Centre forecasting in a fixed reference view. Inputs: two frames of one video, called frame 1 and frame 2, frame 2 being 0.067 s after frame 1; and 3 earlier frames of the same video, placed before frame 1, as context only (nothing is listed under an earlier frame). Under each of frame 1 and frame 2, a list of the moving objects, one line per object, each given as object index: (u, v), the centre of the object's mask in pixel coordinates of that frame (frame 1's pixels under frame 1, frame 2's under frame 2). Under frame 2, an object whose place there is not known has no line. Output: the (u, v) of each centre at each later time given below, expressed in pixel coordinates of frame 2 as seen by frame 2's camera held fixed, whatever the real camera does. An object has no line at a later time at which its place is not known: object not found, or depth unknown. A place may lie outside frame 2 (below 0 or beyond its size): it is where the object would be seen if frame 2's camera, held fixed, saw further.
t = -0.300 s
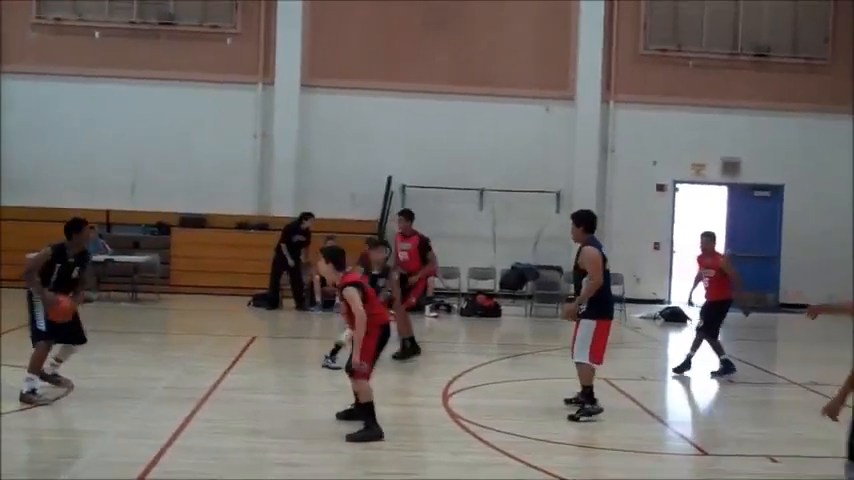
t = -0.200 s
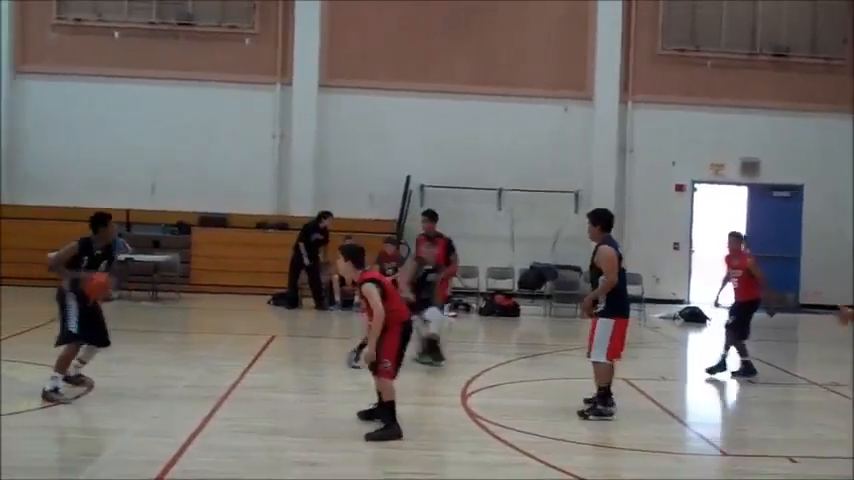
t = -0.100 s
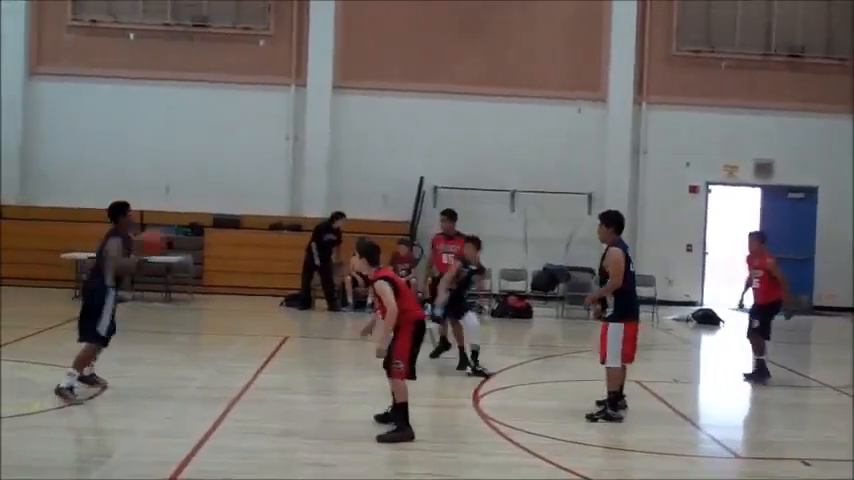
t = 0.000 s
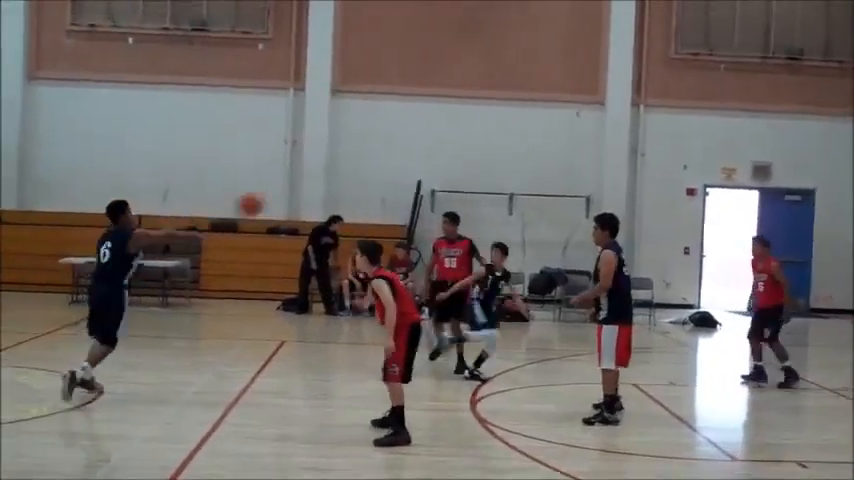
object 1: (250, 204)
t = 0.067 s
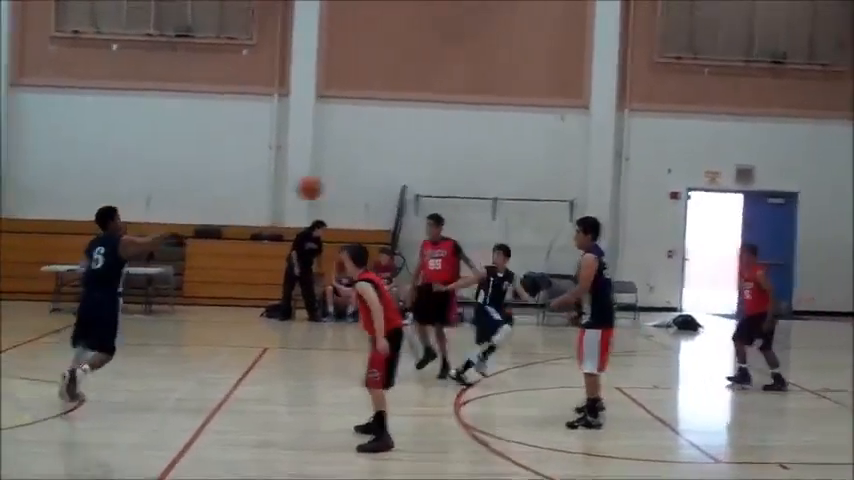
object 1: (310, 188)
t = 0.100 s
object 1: (342, 178)
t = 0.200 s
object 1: (435, 157)
